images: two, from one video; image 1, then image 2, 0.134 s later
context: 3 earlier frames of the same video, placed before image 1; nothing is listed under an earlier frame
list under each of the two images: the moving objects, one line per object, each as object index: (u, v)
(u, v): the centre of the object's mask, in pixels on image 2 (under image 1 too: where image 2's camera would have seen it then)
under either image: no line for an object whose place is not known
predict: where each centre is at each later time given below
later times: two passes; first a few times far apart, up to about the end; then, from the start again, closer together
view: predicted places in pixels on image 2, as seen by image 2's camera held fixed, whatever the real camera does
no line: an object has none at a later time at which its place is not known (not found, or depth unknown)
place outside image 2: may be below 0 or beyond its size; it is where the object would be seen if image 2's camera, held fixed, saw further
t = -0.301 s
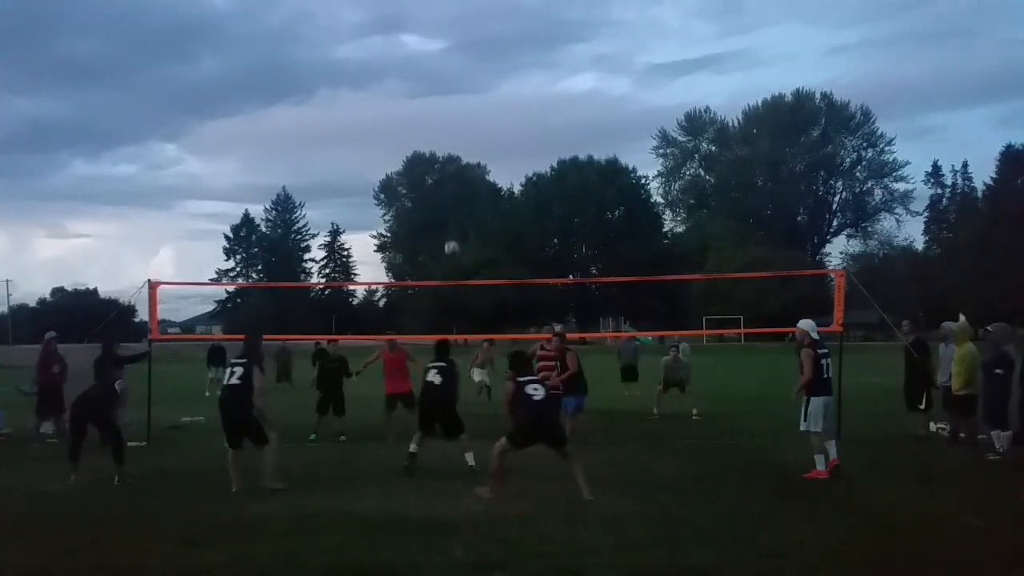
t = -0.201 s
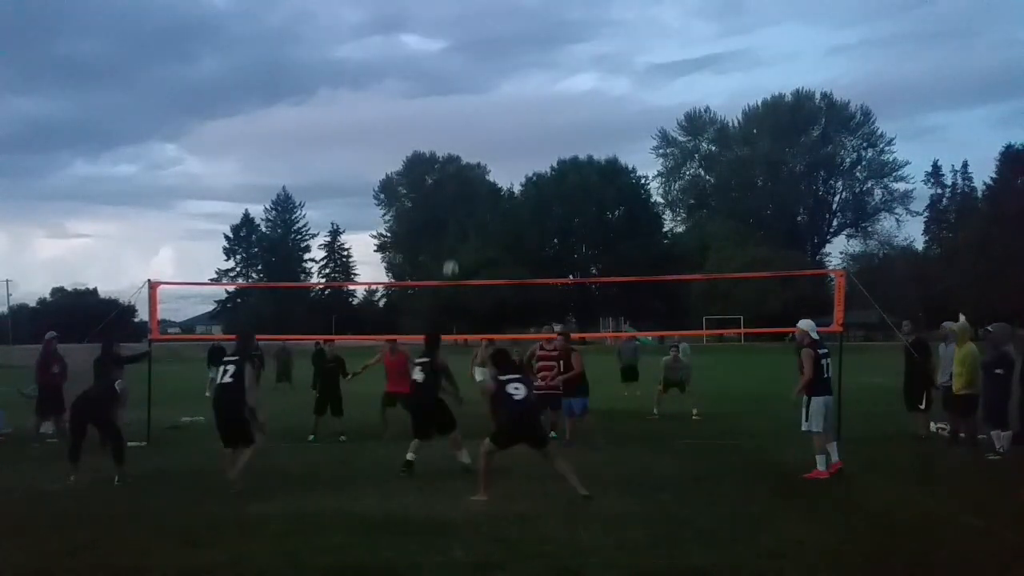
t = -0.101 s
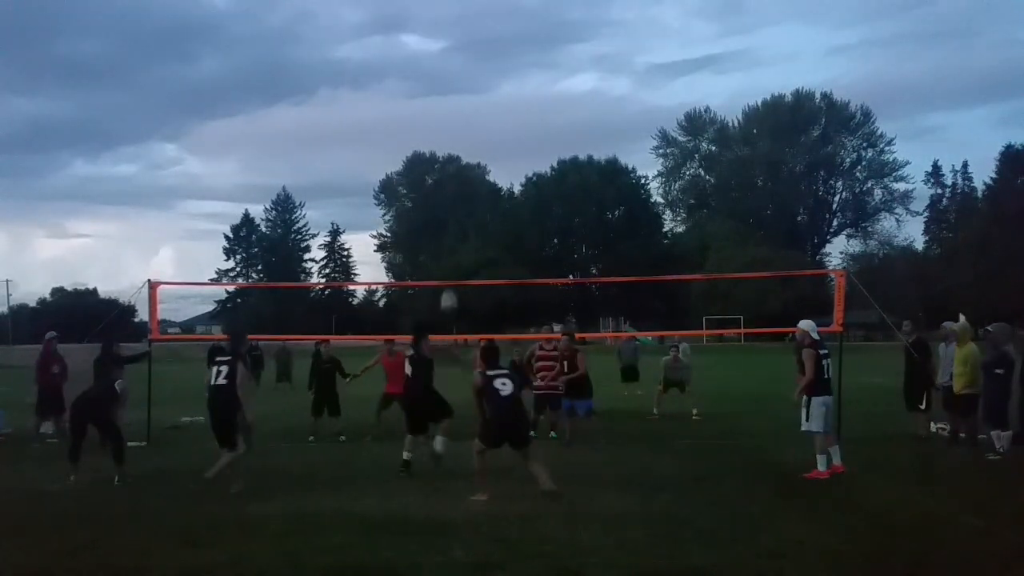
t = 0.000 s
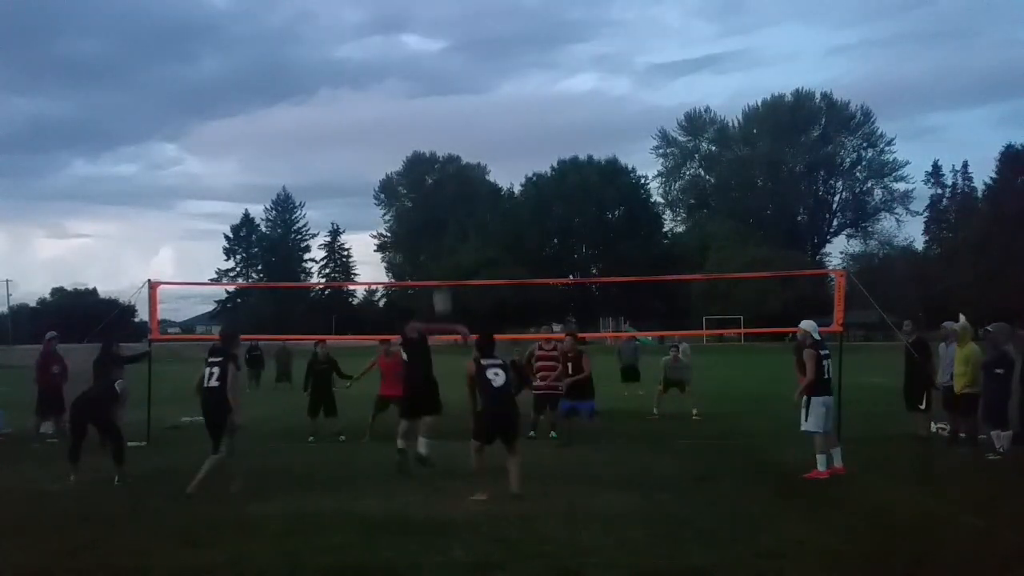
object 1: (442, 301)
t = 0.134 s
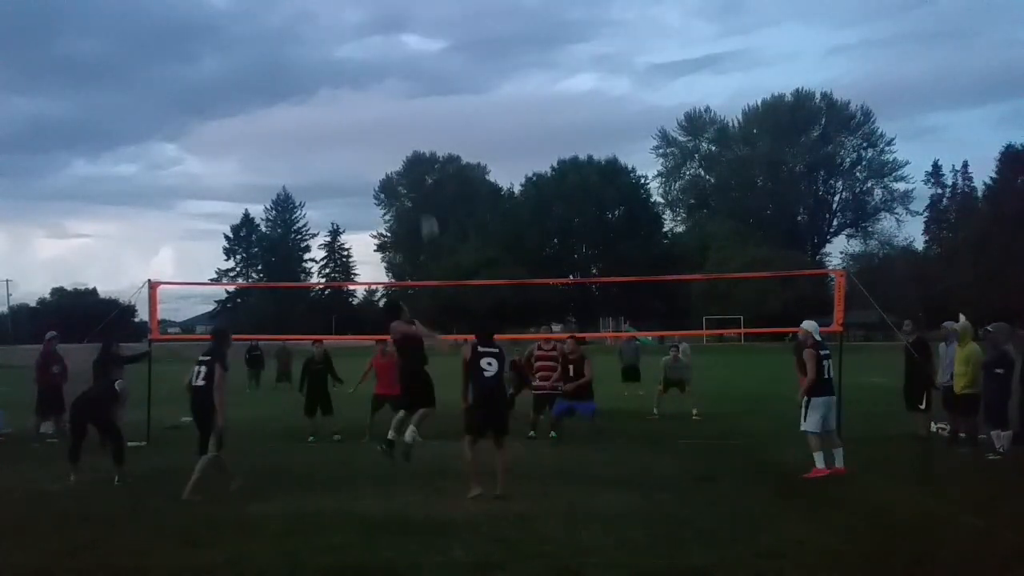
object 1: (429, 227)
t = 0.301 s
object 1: (414, 158)
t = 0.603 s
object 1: (394, 107)
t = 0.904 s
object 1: (376, 124)
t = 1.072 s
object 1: (368, 162)
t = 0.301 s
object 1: (414, 158)
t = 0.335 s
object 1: (411, 150)
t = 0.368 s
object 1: (410, 144)
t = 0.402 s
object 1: (408, 135)
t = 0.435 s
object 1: (405, 128)
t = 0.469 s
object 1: (403, 122)
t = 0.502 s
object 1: (400, 117)
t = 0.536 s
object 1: (398, 113)
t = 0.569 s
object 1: (396, 110)
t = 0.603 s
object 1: (394, 107)
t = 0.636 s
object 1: (391, 106)
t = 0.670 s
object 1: (389, 105)
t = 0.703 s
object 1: (388, 106)
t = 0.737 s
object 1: (386, 107)
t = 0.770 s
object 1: (383, 108)
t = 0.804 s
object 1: (382, 111)
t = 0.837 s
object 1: (379, 115)
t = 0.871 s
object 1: (377, 119)
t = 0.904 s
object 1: (376, 124)
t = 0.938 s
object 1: (374, 130)
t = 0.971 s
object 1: (372, 137)
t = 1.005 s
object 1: (371, 144)
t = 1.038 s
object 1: (369, 153)
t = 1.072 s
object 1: (368, 162)
